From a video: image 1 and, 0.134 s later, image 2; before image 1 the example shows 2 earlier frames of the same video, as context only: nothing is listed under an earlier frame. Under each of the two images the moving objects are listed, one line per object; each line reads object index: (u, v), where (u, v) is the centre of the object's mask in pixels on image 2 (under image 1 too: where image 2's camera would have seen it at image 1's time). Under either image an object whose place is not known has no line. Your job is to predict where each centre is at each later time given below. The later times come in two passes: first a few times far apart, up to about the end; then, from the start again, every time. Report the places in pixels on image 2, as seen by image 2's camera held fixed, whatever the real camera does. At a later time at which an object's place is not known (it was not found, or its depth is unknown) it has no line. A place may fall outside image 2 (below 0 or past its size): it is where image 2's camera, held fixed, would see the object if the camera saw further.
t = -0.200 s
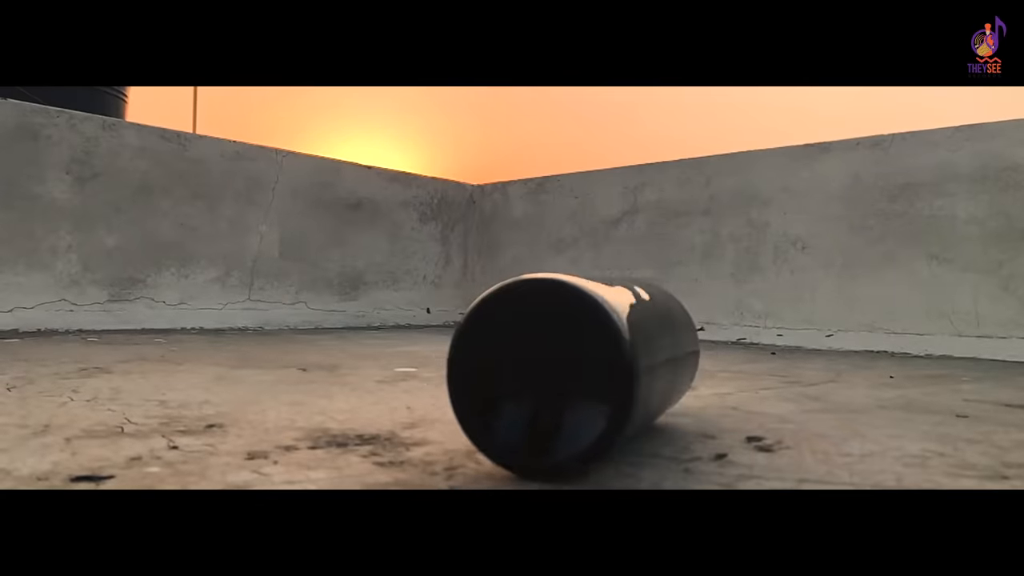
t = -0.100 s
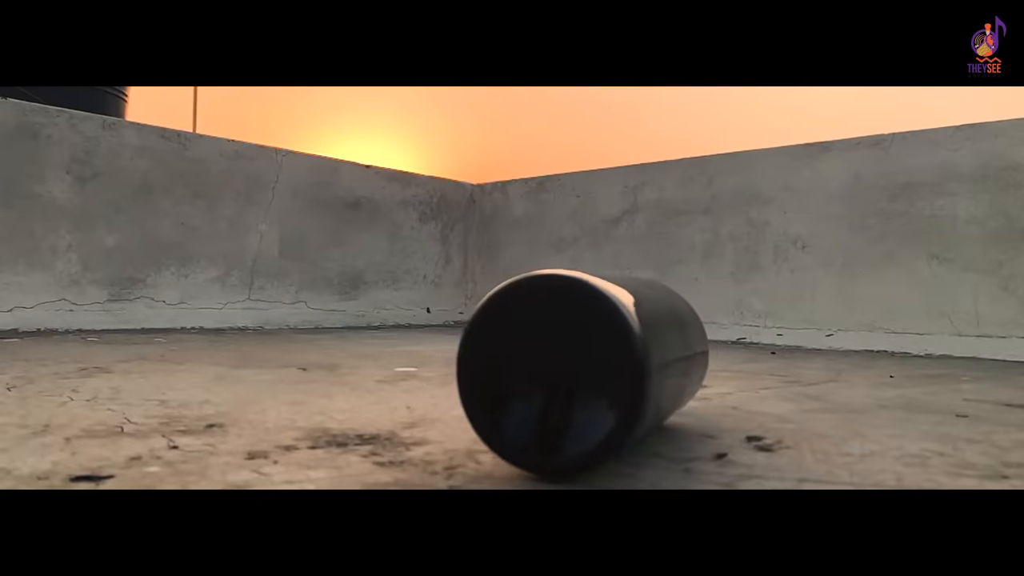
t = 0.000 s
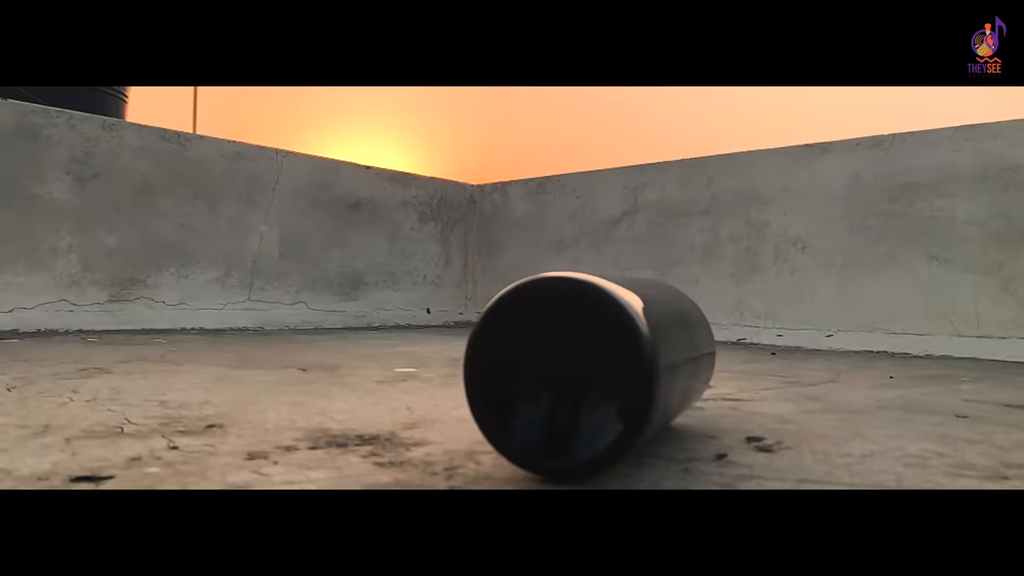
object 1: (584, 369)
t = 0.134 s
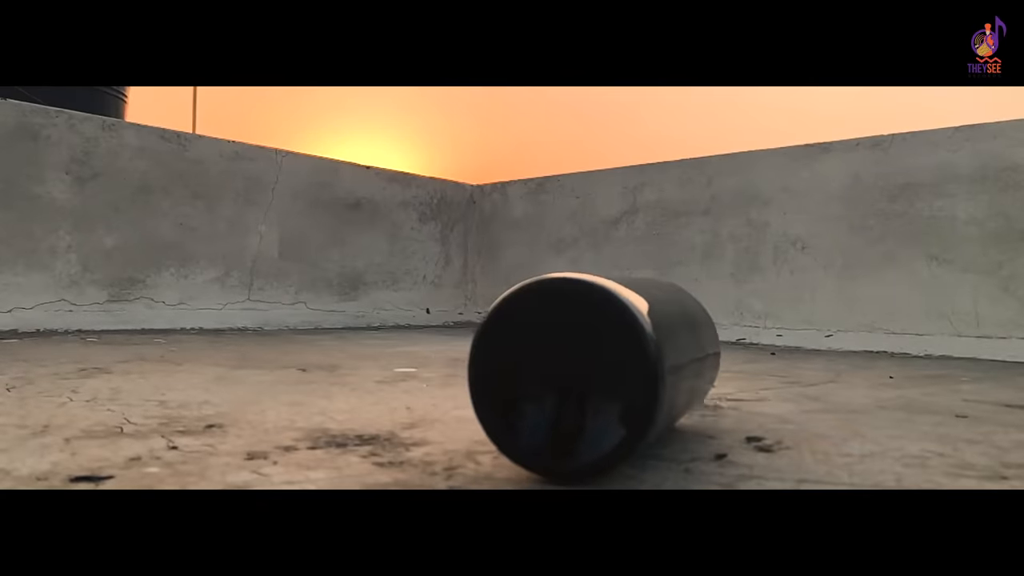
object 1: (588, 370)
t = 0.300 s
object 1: (598, 372)
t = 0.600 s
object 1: (631, 376)
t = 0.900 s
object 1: (668, 378)
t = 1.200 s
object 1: (712, 381)
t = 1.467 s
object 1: (745, 386)
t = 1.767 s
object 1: (780, 388)
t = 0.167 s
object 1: (590, 371)
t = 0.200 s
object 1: (591, 372)
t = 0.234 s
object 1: (593, 372)
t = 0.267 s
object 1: (595, 372)
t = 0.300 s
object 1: (598, 372)
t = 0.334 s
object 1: (601, 372)
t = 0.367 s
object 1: (605, 373)
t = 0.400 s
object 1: (608, 373)
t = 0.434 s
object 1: (612, 374)
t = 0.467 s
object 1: (616, 374)
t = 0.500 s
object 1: (620, 374)
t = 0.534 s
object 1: (623, 374)
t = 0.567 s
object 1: (627, 375)
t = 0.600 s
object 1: (631, 376)
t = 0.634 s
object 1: (634, 376)
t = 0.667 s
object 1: (638, 376)
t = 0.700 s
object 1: (641, 376)
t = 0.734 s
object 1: (645, 377)
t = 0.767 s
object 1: (650, 377)
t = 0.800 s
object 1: (654, 377)
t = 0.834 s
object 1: (658, 378)
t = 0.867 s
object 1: (662, 378)
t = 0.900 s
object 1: (668, 378)
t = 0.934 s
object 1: (675, 378)
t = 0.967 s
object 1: (680, 379)
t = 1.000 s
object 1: (685, 379)
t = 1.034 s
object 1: (690, 379)
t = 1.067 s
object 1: (697, 380)
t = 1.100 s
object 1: (702, 380)
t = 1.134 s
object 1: (704, 380)
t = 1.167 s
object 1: (708, 381)
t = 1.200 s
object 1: (712, 381)
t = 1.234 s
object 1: (715, 381)
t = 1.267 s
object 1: (720, 382)
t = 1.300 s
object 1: (723, 384)
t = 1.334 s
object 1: (726, 385)
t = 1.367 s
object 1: (731, 385)
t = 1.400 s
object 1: (734, 385)
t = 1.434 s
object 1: (739, 385)
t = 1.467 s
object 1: (745, 386)
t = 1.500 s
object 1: (750, 386)
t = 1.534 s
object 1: (754, 387)
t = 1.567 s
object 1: (758, 387)
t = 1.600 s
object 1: (763, 386)
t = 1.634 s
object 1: (767, 386)
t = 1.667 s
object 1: (772, 386)
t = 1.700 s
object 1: (775, 388)
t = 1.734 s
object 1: (777, 388)
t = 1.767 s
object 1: (780, 388)
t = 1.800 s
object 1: (783, 388)
